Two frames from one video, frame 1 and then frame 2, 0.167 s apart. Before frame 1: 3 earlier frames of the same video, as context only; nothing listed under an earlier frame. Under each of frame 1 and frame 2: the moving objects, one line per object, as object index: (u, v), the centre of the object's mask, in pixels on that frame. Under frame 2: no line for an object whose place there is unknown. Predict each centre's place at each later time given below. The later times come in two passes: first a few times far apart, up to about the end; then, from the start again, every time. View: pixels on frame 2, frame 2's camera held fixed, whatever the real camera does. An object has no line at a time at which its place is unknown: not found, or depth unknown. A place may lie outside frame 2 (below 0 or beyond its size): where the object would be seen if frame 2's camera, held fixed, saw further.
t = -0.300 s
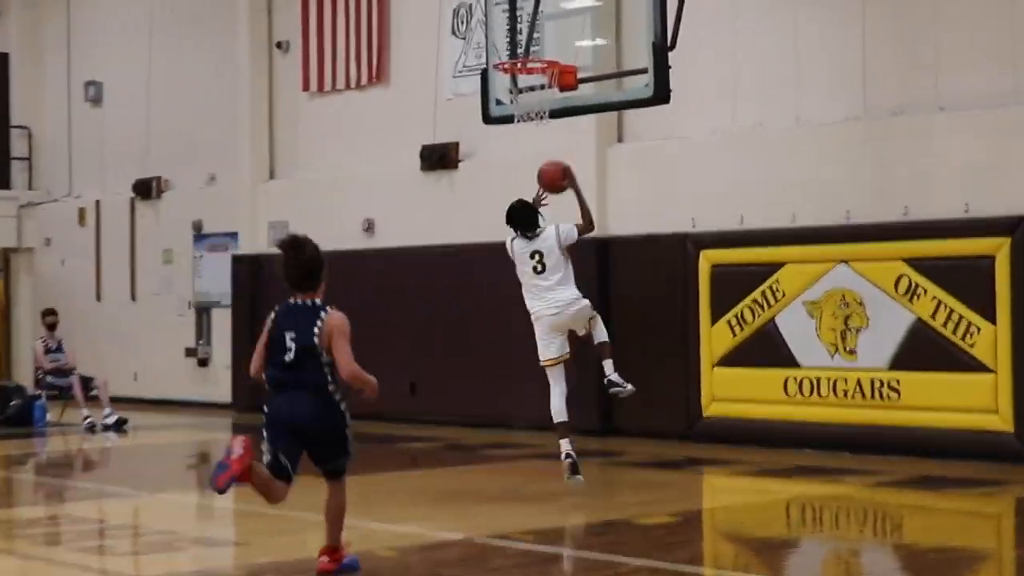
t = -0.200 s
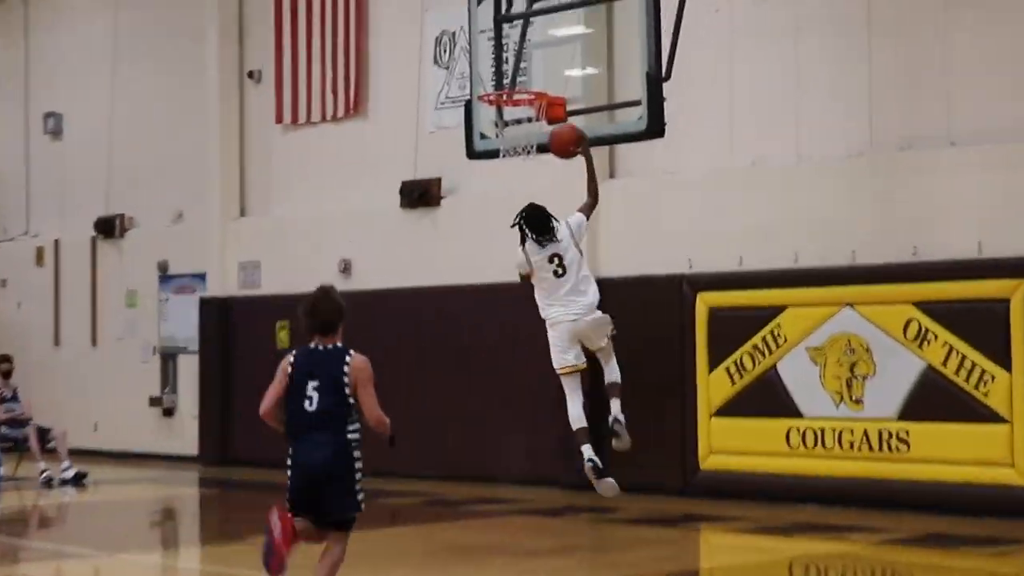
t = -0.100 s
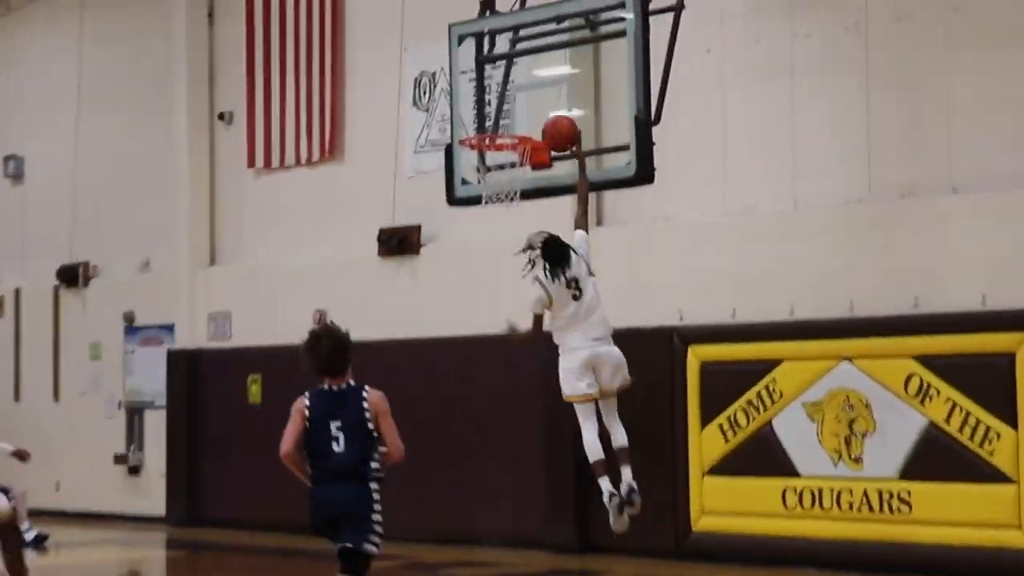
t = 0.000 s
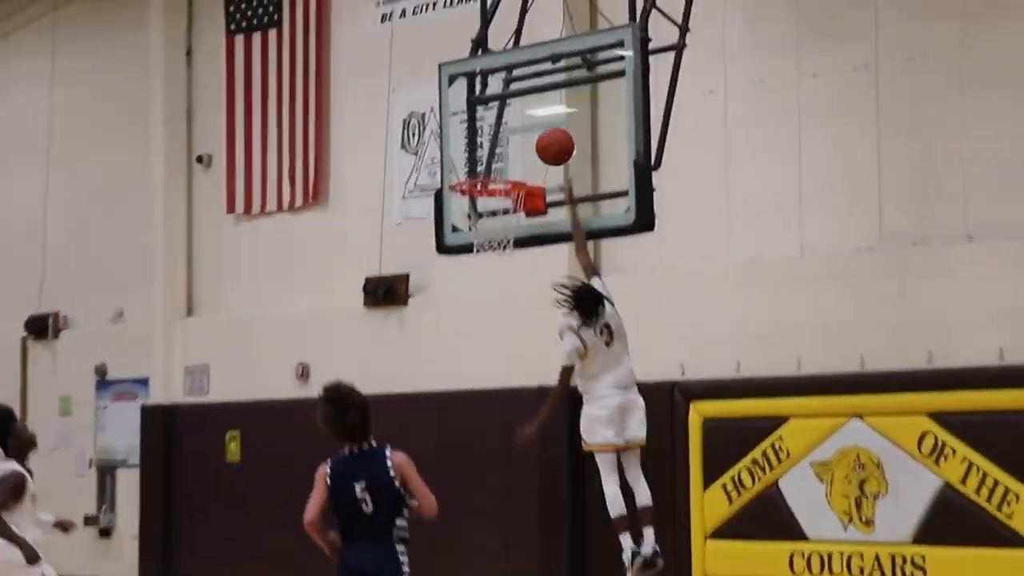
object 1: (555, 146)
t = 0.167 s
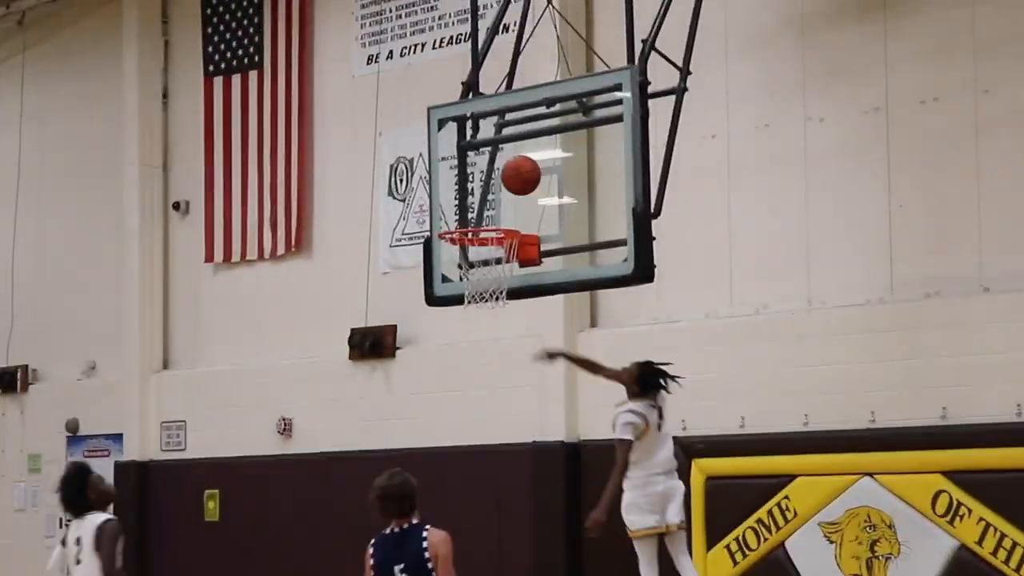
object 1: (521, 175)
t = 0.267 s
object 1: (498, 186)
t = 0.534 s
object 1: (483, 265)
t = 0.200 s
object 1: (514, 177)
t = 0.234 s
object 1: (505, 181)
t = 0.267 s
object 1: (498, 186)
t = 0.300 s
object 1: (491, 193)
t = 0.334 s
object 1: (483, 202)
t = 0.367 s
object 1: (476, 212)
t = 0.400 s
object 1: (468, 219)
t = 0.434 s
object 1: (471, 234)
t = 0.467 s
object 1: (475, 242)
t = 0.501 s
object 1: (478, 252)
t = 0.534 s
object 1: (483, 265)
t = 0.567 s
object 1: (487, 277)
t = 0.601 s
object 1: (489, 282)
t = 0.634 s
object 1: (492, 286)
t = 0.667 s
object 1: (494, 290)
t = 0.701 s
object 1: (496, 295)
